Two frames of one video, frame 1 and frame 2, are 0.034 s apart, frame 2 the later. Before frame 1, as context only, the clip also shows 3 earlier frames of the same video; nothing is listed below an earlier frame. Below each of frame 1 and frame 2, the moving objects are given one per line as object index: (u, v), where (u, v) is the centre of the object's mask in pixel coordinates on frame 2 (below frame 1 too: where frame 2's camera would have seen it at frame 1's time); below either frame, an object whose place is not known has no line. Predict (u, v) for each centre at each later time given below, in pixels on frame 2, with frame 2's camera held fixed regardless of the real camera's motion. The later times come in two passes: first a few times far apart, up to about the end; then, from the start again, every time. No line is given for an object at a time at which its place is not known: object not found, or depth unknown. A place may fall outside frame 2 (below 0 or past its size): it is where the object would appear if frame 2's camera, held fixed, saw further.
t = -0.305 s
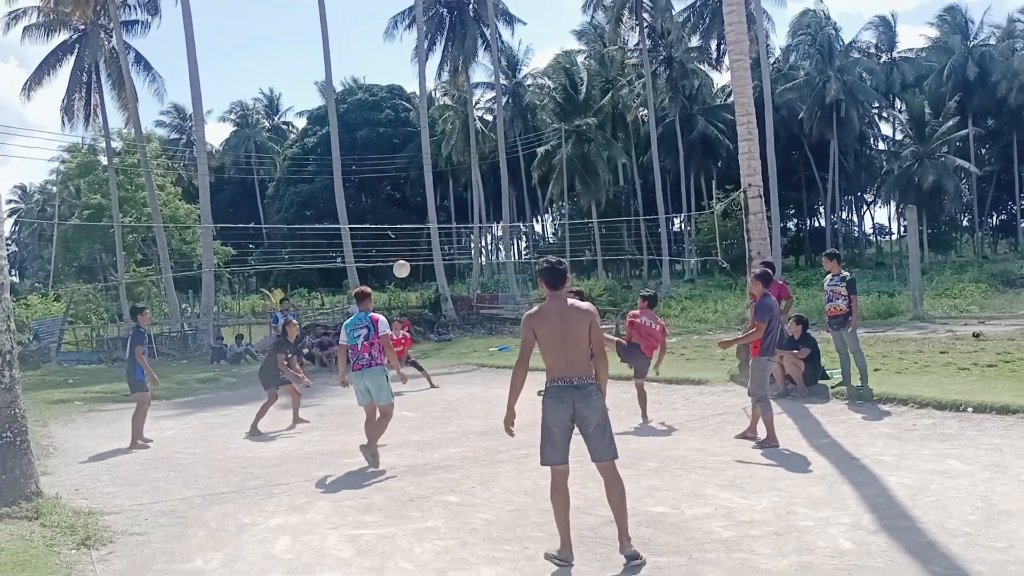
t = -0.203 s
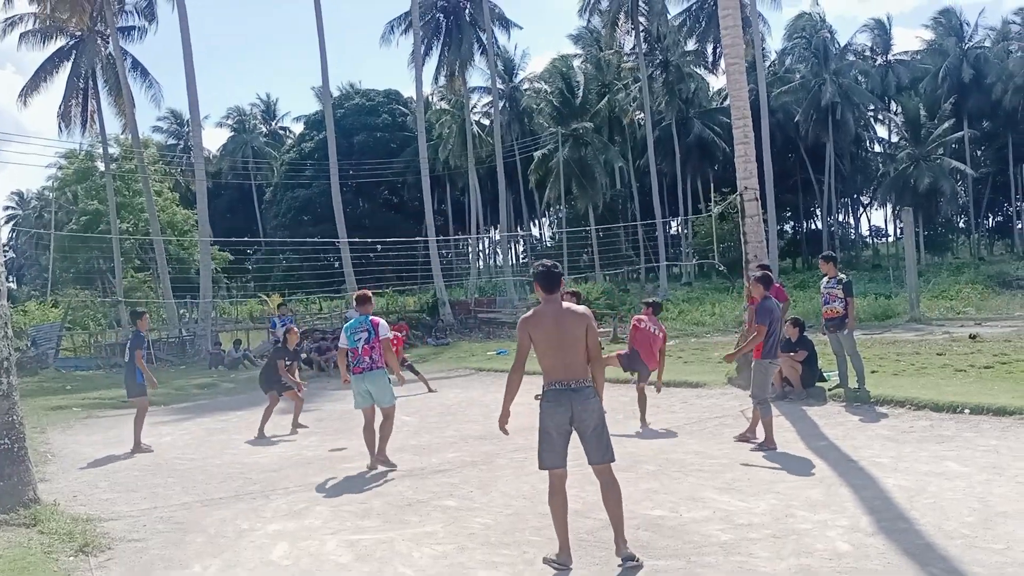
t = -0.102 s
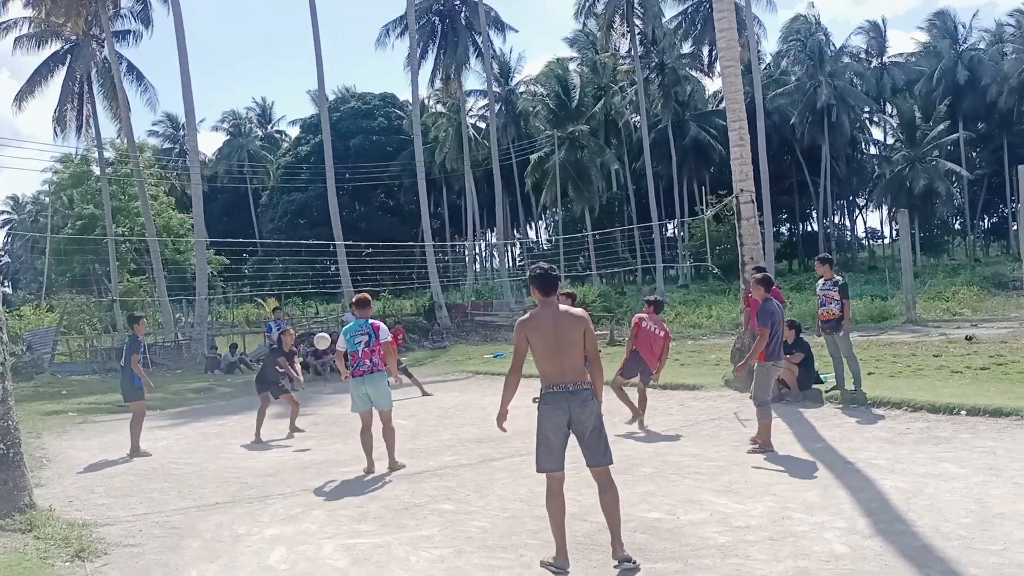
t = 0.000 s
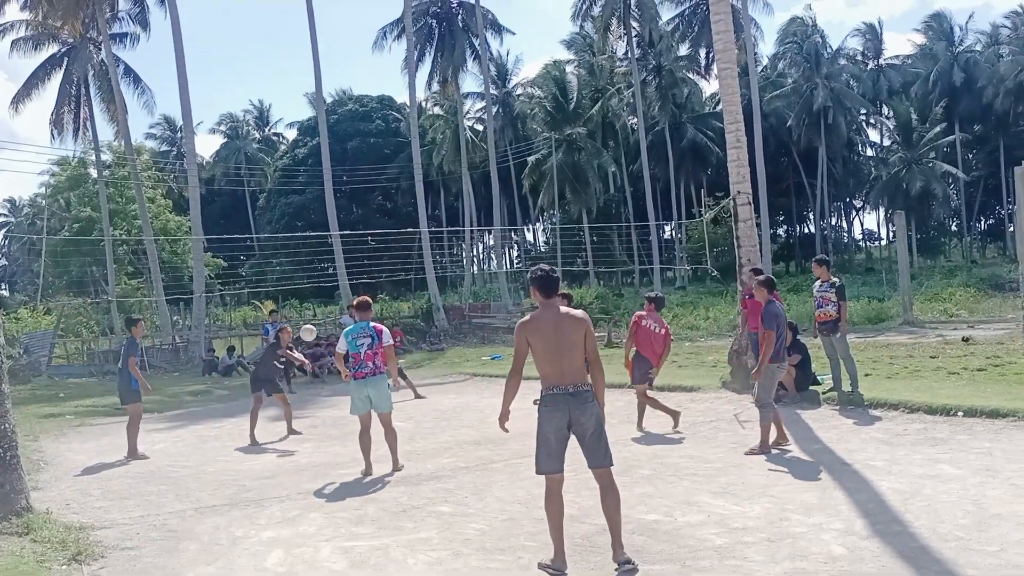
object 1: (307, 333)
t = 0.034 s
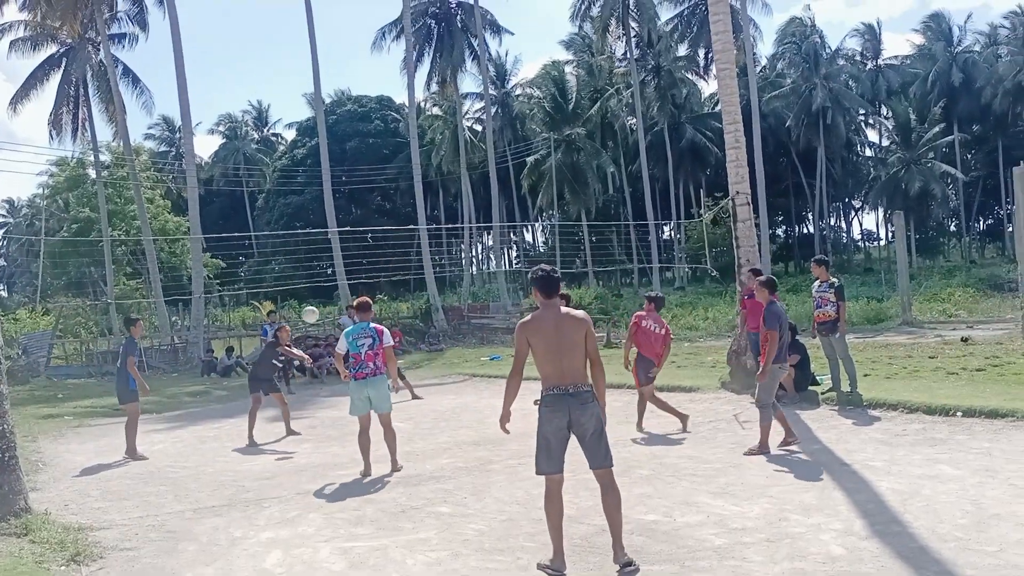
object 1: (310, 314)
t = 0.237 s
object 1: (329, 220)
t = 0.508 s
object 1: (356, 142)
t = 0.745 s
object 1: (380, 120)
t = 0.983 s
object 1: (407, 142)
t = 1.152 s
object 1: (426, 184)
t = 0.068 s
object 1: (314, 297)
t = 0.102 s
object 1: (317, 279)
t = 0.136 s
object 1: (320, 263)
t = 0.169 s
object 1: (323, 248)
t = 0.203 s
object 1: (326, 233)
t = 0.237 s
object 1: (329, 220)
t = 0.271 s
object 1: (333, 207)
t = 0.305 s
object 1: (336, 195)
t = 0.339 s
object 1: (340, 184)
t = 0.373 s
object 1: (343, 174)
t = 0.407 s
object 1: (346, 165)
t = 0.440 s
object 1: (349, 157)
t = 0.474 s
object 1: (353, 149)
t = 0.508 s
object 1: (356, 142)
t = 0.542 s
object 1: (359, 137)
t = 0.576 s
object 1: (363, 131)
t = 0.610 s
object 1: (366, 128)
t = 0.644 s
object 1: (370, 124)
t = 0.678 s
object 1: (373, 122)
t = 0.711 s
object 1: (377, 121)
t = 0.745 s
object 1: (380, 120)
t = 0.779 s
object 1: (384, 121)
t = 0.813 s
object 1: (388, 122)
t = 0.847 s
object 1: (392, 124)
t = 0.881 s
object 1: (395, 127)
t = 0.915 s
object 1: (399, 131)
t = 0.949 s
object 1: (403, 136)
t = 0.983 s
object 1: (407, 142)
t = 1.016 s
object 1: (410, 148)
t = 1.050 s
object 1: (414, 156)
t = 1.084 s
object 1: (418, 164)
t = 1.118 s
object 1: (422, 174)
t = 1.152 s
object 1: (426, 184)
